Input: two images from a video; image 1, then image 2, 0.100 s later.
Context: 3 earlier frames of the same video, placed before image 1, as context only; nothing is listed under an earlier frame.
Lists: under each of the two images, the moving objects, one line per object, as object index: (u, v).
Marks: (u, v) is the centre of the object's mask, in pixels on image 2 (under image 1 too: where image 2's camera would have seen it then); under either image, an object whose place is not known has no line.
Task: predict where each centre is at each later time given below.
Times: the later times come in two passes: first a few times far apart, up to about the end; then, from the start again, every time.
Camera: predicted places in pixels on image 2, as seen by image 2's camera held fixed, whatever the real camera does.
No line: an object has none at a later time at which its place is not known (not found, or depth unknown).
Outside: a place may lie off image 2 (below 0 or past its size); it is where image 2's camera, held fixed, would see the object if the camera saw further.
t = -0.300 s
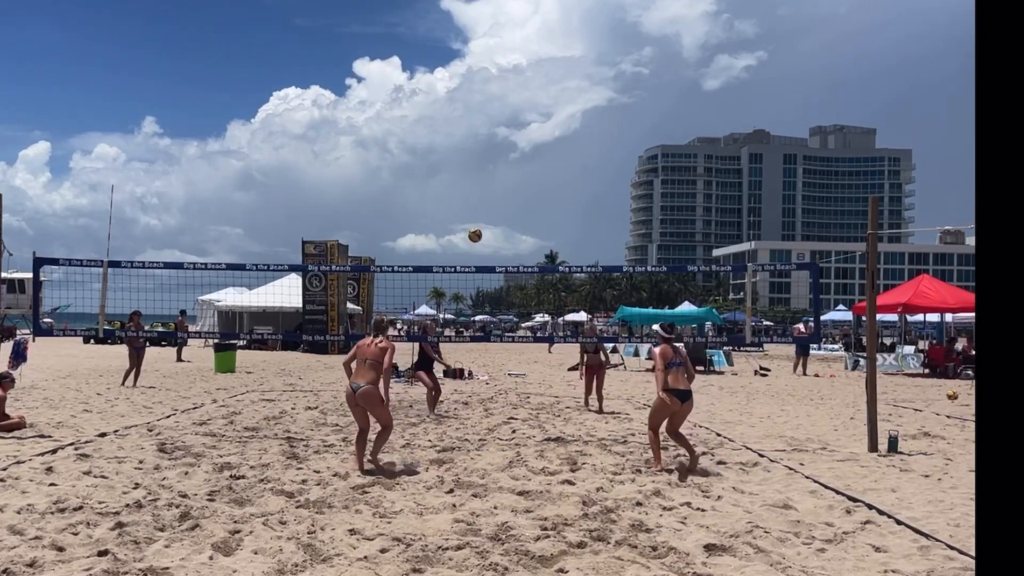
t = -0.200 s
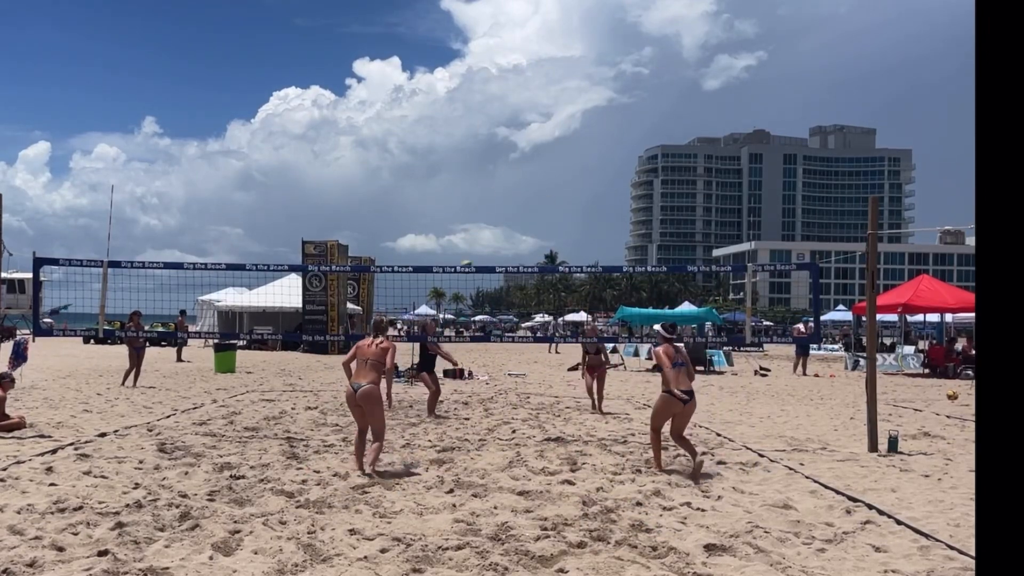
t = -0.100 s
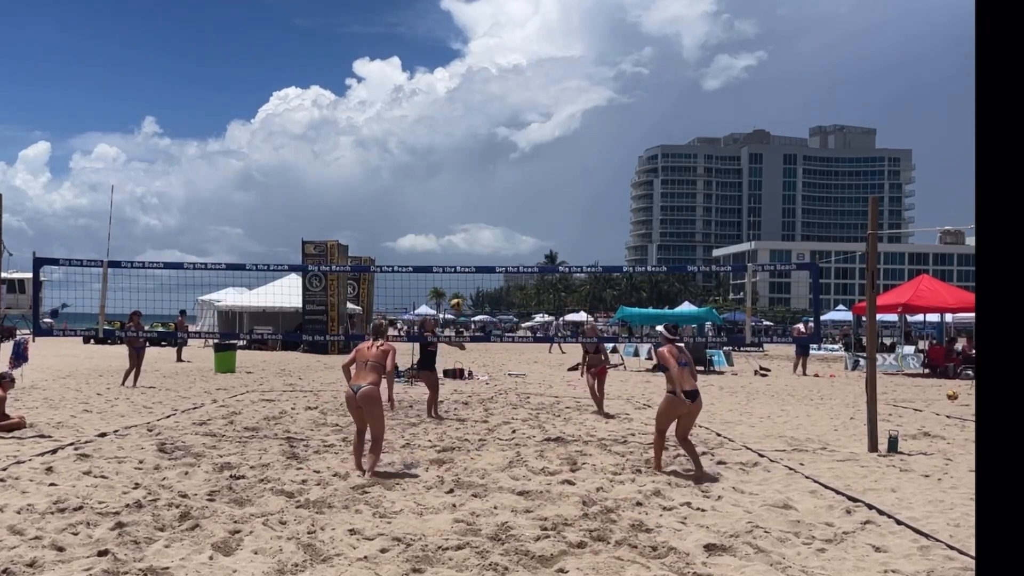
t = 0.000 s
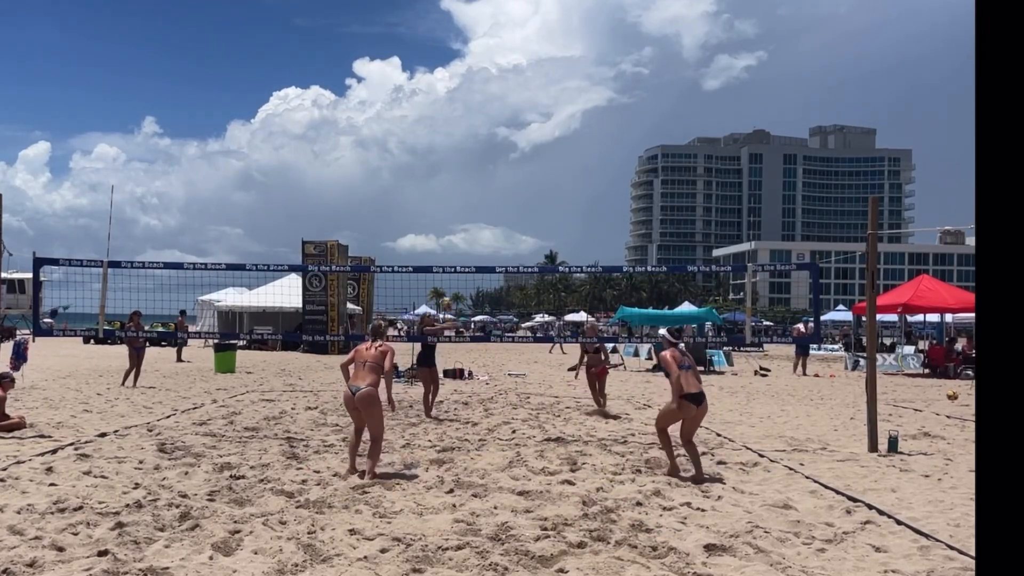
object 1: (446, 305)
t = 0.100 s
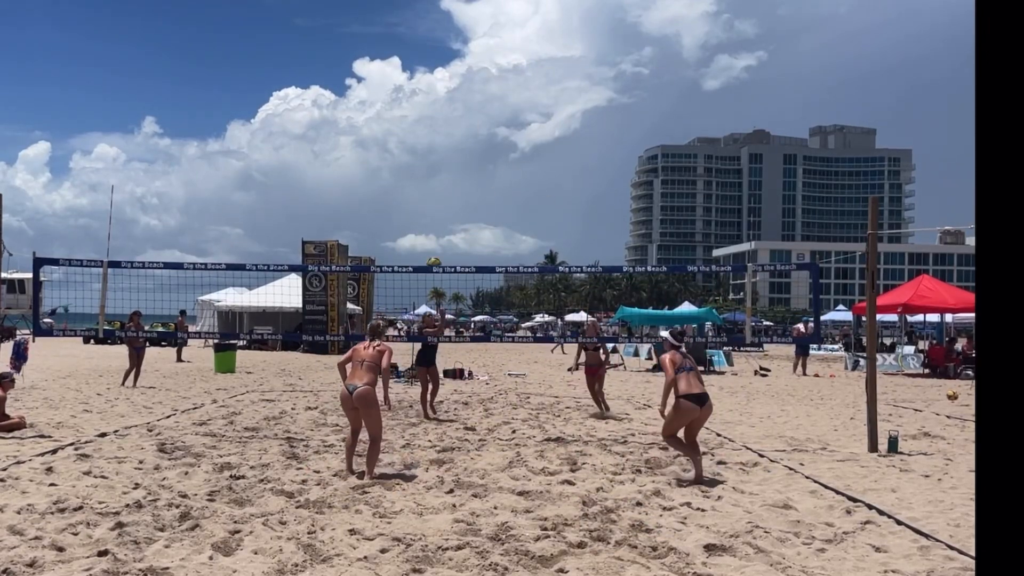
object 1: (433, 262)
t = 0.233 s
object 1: (416, 217)
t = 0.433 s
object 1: (384, 162)
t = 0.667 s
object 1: (338, 129)
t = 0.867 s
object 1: (287, 140)
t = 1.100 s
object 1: (208, 222)
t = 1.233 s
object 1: (146, 318)
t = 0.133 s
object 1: (429, 252)
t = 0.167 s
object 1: (425, 240)
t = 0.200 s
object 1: (420, 228)
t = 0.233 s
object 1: (416, 217)
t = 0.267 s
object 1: (411, 207)
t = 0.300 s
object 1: (406, 197)
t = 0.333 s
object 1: (401, 187)
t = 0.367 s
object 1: (396, 178)
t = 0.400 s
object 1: (390, 170)
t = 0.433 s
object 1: (384, 162)
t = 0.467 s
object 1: (378, 155)
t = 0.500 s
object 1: (373, 149)
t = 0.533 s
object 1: (366, 143)
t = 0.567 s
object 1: (359, 139)
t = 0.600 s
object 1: (353, 134)
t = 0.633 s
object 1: (346, 131)
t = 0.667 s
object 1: (338, 129)
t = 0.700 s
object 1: (331, 128)
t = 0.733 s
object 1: (323, 127)
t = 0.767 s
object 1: (314, 129)
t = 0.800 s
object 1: (306, 131)
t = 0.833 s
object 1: (297, 135)
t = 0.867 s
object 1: (287, 140)
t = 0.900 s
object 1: (278, 146)
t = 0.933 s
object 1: (267, 154)
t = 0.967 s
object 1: (256, 163)
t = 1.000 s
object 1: (245, 175)
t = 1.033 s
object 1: (233, 188)
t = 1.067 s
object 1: (221, 204)
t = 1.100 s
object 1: (208, 222)
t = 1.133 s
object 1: (194, 242)
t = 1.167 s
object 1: (179, 264)
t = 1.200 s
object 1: (163, 290)
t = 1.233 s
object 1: (146, 318)
